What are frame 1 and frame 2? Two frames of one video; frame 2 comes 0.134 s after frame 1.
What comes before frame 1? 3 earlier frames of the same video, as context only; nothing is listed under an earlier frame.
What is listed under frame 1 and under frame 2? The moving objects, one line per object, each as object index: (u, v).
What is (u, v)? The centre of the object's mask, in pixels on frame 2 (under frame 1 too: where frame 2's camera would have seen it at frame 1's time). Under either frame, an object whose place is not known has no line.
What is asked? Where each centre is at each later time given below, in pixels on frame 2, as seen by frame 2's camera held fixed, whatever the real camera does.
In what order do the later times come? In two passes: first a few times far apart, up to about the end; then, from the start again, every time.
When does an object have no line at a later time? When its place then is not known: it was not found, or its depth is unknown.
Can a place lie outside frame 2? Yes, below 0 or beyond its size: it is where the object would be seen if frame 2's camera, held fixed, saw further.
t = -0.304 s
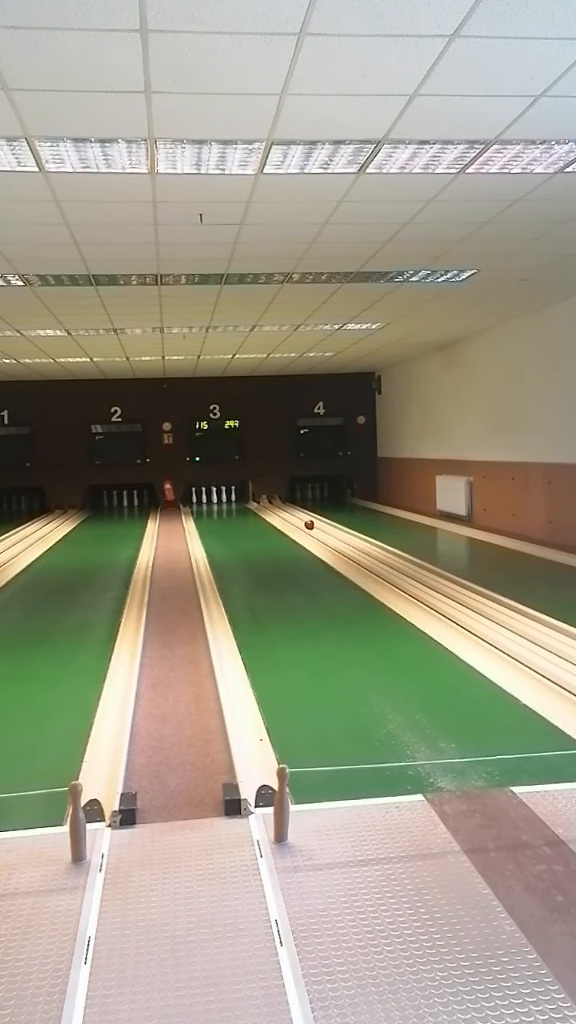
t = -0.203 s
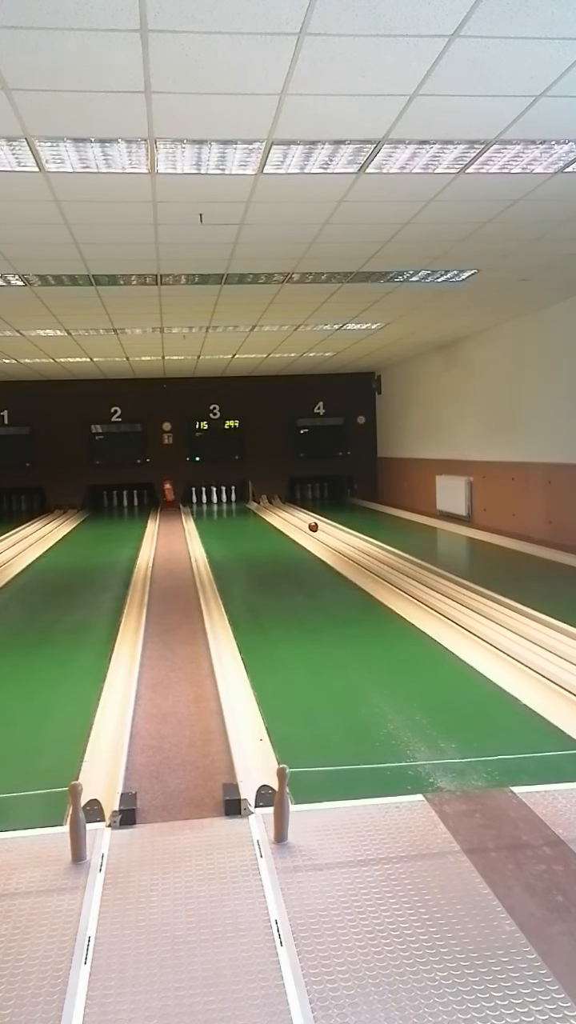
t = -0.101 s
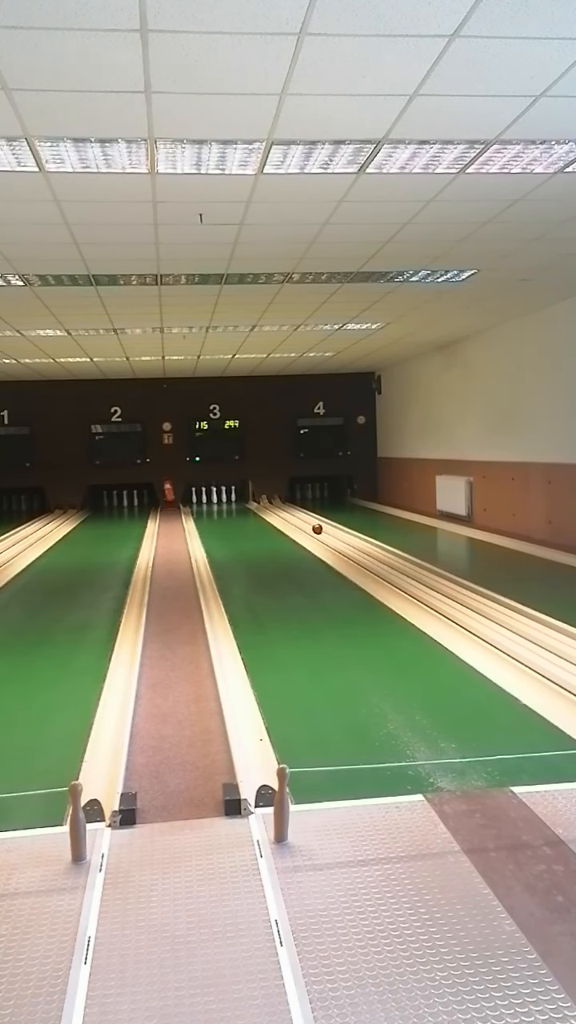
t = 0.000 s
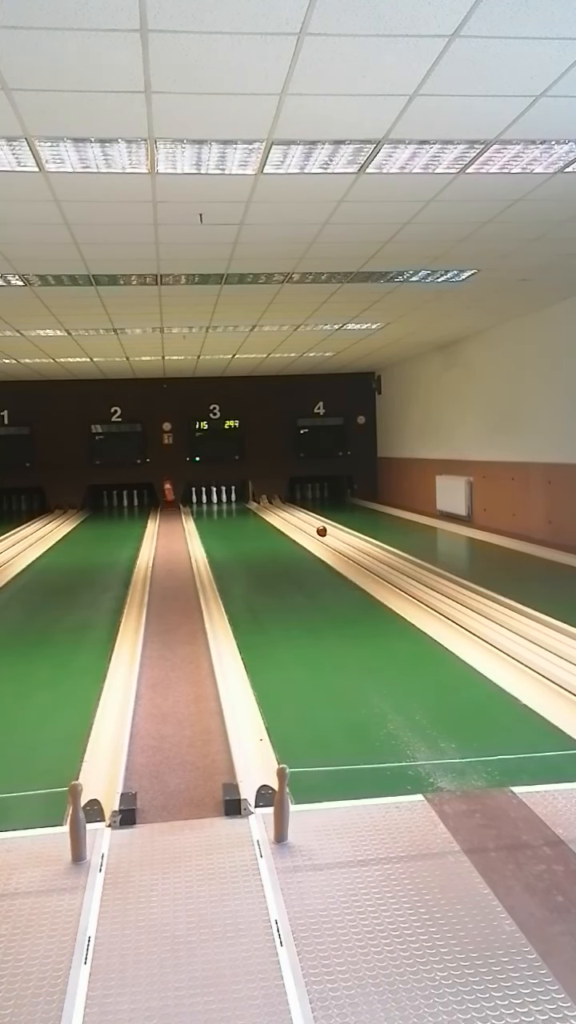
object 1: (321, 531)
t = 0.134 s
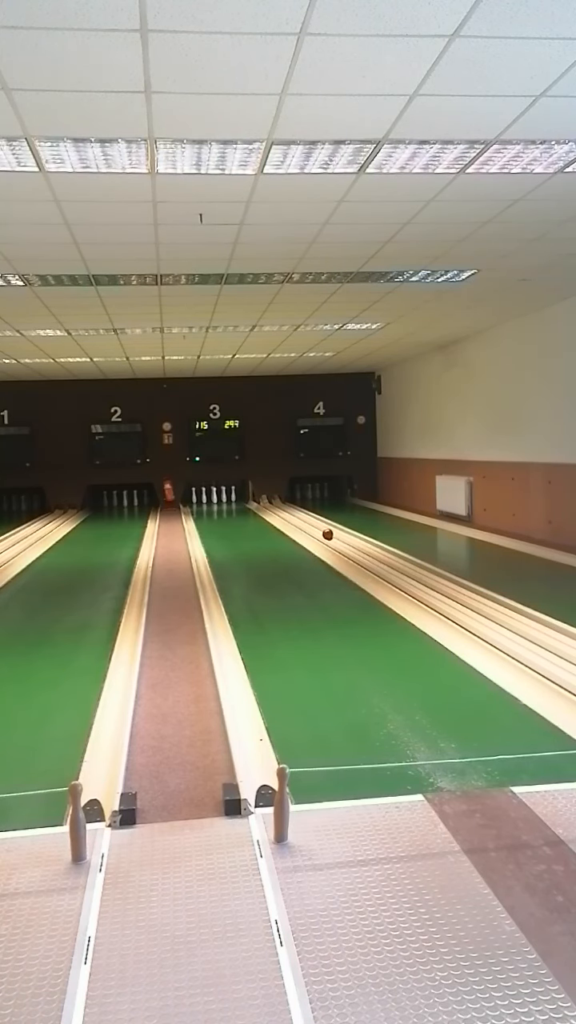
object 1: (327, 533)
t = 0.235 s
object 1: (332, 536)
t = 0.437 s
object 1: (343, 542)
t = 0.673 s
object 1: (357, 550)
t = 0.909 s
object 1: (374, 559)
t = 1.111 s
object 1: (391, 567)
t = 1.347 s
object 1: (414, 580)
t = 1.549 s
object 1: (438, 593)
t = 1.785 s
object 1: (473, 611)
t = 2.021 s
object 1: (518, 636)
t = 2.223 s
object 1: (565, 662)
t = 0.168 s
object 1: (329, 534)
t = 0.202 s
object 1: (330, 535)
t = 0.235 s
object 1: (332, 536)
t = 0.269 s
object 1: (334, 537)
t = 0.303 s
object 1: (336, 538)
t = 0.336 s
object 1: (337, 539)
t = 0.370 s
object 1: (339, 540)
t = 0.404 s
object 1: (341, 541)
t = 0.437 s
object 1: (343, 542)
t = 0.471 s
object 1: (345, 543)
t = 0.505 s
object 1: (347, 544)
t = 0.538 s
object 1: (348, 545)
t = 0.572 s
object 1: (351, 547)
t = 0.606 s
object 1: (353, 547)
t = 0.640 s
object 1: (355, 549)
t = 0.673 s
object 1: (357, 550)
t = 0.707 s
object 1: (360, 551)
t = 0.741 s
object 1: (362, 552)
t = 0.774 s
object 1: (364, 554)
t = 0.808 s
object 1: (366, 554)
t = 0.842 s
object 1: (369, 556)
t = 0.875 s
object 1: (371, 558)
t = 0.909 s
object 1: (374, 559)
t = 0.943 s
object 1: (377, 560)
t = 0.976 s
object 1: (379, 561)
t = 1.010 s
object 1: (382, 563)
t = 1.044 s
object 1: (385, 564)
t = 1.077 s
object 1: (388, 566)
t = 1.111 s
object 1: (391, 567)
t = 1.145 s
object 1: (394, 569)
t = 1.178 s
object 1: (397, 571)
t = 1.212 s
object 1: (400, 572)
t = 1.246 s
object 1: (403, 574)
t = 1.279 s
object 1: (407, 576)
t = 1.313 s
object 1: (410, 578)
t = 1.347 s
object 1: (414, 580)
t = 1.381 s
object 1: (418, 582)
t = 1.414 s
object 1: (421, 584)
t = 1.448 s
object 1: (425, 586)
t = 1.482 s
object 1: (429, 588)
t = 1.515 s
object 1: (434, 591)
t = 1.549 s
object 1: (438, 593)
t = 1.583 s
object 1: (442, 595)
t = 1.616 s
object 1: (447, 598)
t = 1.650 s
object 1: (452, 600)
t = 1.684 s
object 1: (457, 603)
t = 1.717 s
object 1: (462, 606)
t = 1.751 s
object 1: (467, 608)
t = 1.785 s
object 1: (473, 611)
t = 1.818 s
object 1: (478, 615)
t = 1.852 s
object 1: (484, 618)
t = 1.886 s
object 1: (490, 621)
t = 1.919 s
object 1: (497, 624)
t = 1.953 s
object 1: (503, 628)
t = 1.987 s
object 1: (510, 632)
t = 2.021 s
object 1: (518, 636)
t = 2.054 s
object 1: (525, 639)
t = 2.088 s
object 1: (533, 644)
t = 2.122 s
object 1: (541, 648)
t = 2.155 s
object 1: (549, 653)
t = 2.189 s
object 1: (558, 657)
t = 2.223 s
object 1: (565, 662)
